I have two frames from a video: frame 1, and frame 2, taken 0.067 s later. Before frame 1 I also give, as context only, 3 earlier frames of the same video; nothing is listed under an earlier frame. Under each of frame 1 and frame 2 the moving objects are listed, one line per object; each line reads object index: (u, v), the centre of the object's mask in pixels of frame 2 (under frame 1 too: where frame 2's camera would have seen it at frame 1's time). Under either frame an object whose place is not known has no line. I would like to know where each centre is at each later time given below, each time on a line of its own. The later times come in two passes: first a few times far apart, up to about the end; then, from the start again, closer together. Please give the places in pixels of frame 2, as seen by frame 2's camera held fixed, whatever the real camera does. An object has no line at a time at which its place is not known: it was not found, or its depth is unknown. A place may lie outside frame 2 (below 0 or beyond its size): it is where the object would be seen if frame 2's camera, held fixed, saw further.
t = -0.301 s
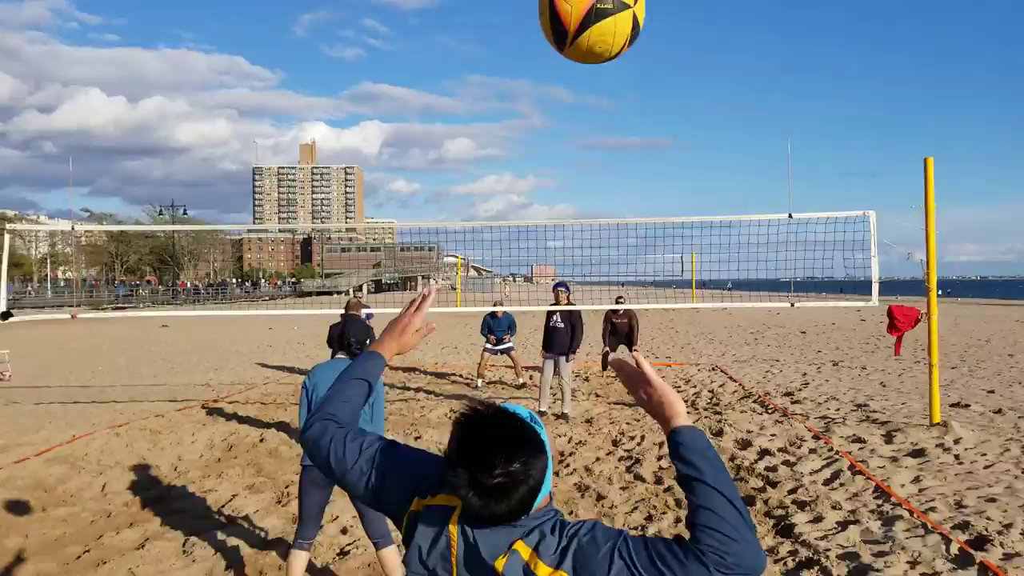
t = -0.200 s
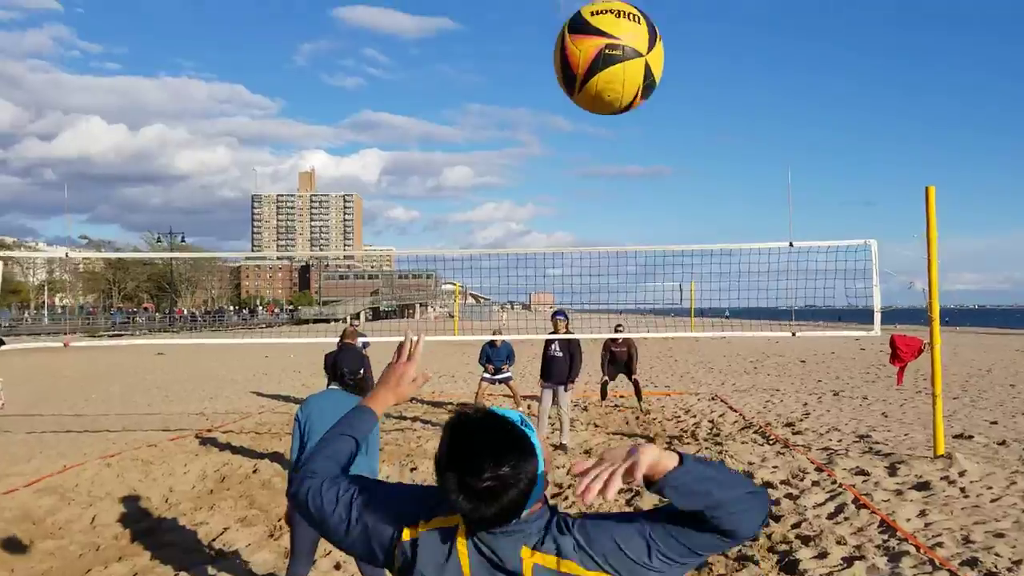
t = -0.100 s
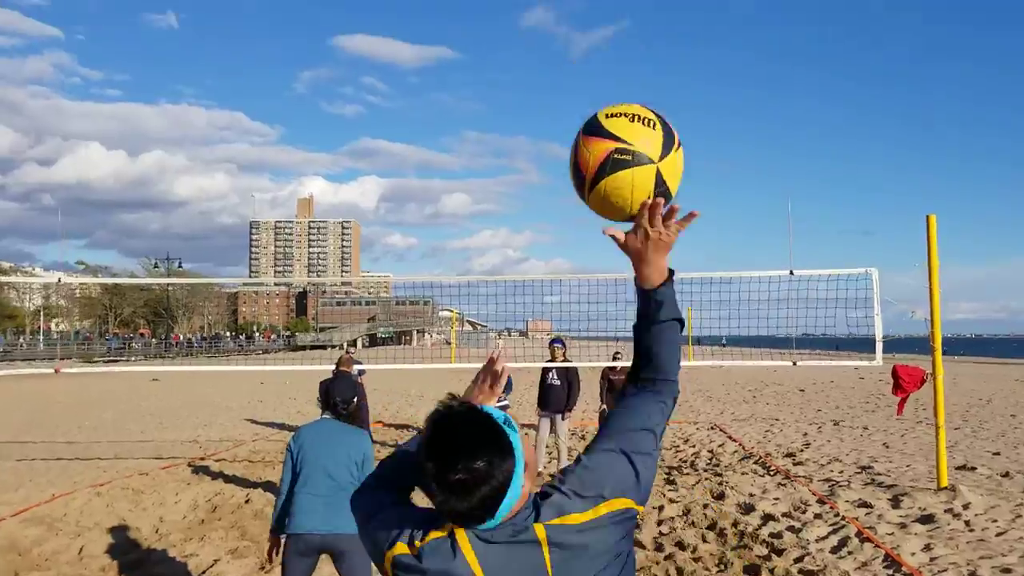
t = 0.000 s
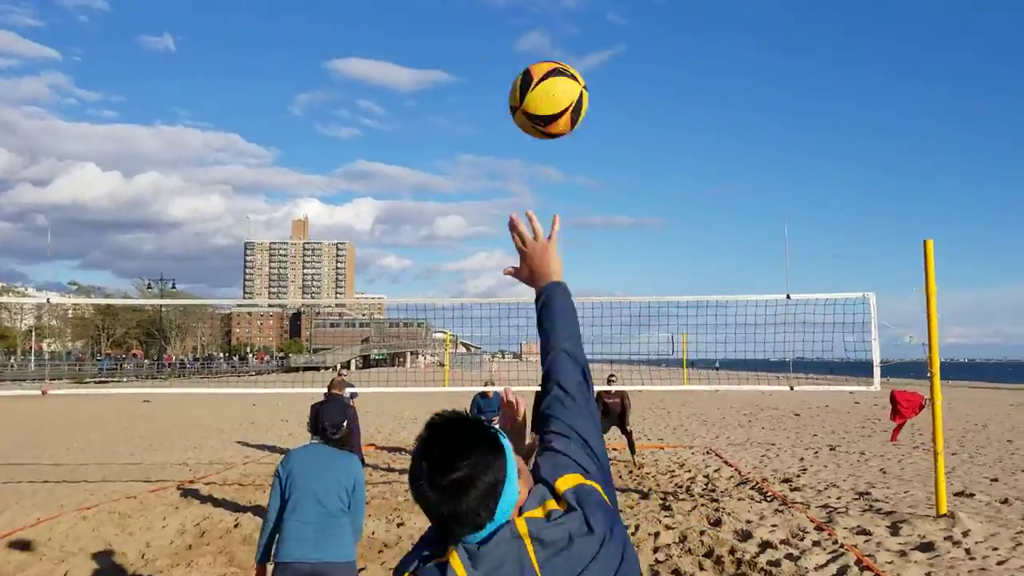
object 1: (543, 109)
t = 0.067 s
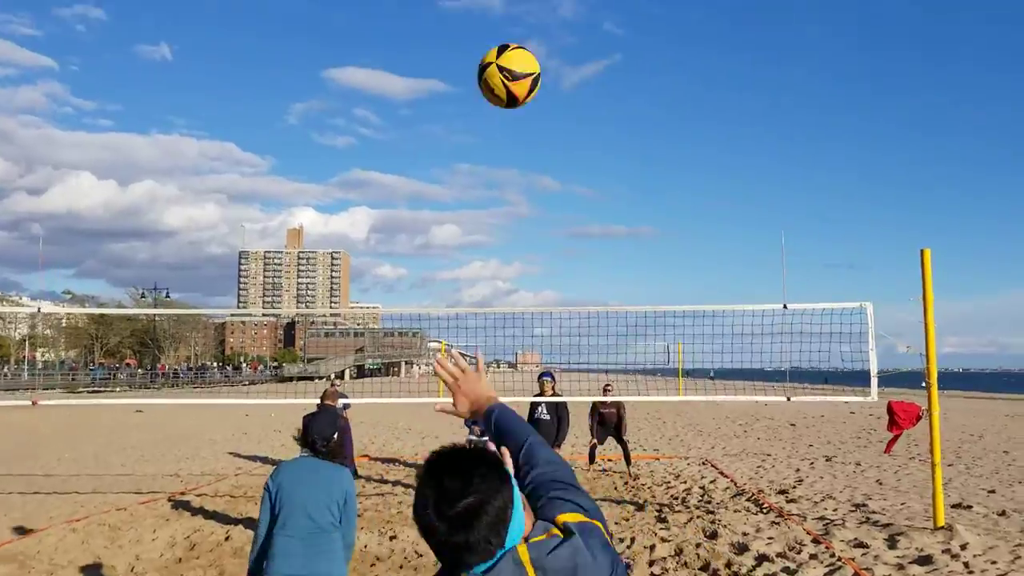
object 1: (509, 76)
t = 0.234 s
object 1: (460, 72)
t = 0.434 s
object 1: (437, 120)
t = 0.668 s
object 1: (423, 200)
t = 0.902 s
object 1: (414, 291)
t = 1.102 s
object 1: (409, 373)
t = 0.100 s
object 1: (495, 68)
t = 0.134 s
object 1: (483, 65)
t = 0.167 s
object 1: (474, 65)
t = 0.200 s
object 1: (467, 67)
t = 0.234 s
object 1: (460, 72)
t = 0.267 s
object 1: (455, 77)
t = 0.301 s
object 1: (450, 84)
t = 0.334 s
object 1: (446, 92)
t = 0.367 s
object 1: (442, 101)
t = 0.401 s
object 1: (439, 110)
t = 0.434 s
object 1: (437, 120)
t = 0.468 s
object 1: (434, 130)
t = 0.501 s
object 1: (432, 141)
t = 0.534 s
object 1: (429, 153)
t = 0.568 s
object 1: (428, 164)
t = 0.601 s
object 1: (426, 176)
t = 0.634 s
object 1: (424, 188)
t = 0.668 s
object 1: (423, 200)
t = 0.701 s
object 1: (421, 212)
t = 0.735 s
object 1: (419, 225)
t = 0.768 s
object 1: (418, 238)
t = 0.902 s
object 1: (414, 291)
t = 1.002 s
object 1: (410, 332)
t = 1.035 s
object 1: (410, 345)
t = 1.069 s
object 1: (409, 359)
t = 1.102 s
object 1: (409, 373)
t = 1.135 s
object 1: (408, 388)
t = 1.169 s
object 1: (407, 404)
